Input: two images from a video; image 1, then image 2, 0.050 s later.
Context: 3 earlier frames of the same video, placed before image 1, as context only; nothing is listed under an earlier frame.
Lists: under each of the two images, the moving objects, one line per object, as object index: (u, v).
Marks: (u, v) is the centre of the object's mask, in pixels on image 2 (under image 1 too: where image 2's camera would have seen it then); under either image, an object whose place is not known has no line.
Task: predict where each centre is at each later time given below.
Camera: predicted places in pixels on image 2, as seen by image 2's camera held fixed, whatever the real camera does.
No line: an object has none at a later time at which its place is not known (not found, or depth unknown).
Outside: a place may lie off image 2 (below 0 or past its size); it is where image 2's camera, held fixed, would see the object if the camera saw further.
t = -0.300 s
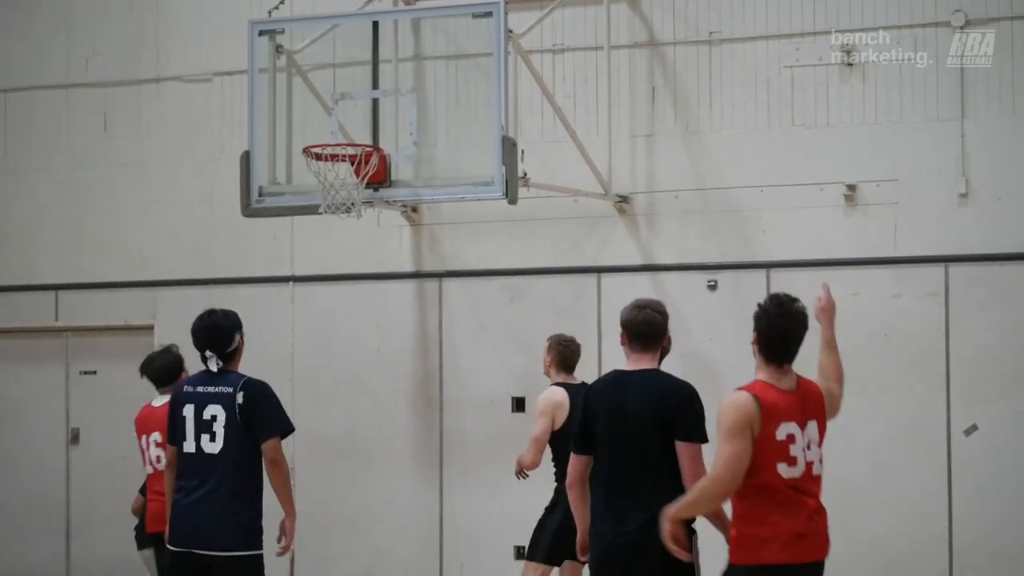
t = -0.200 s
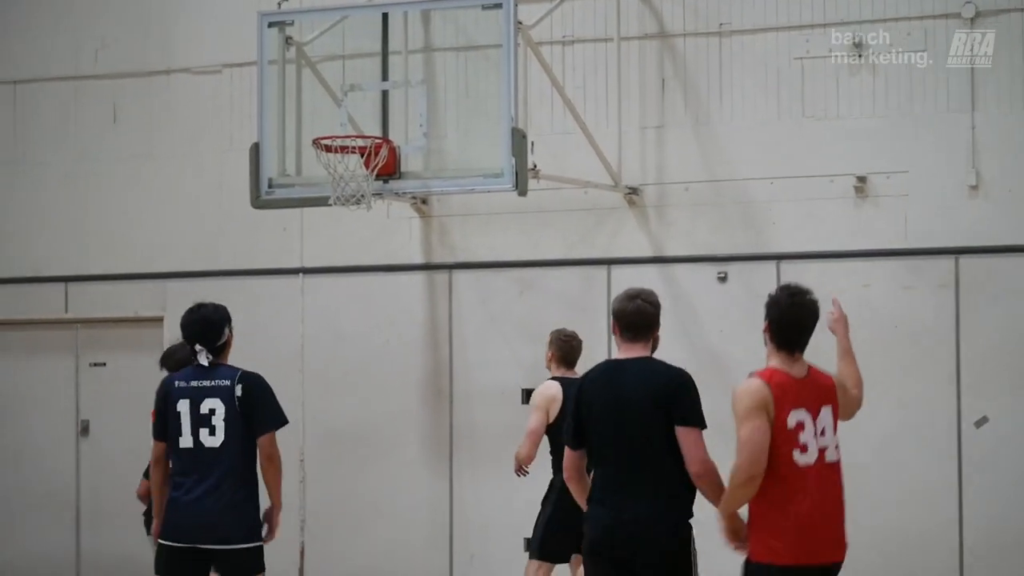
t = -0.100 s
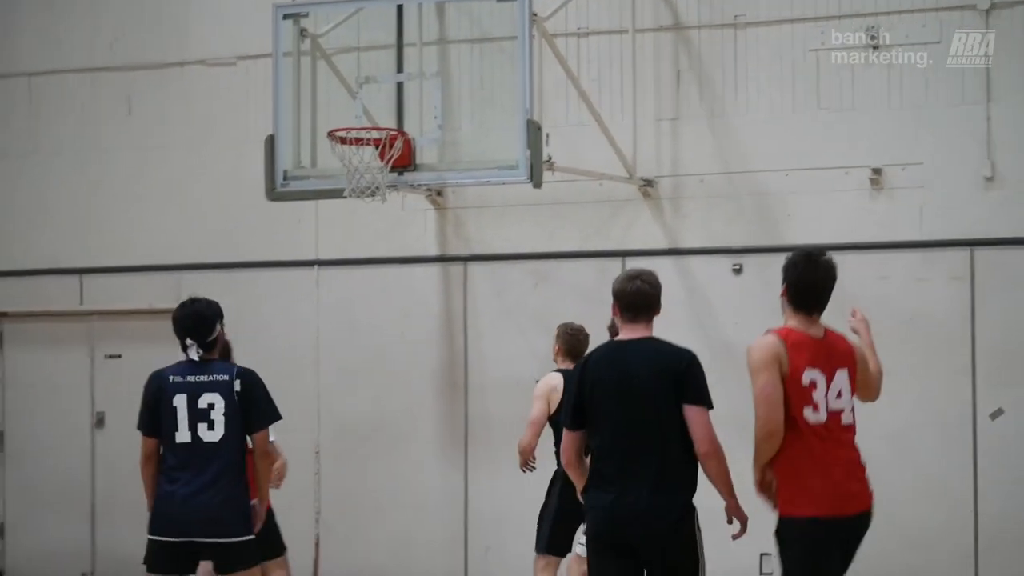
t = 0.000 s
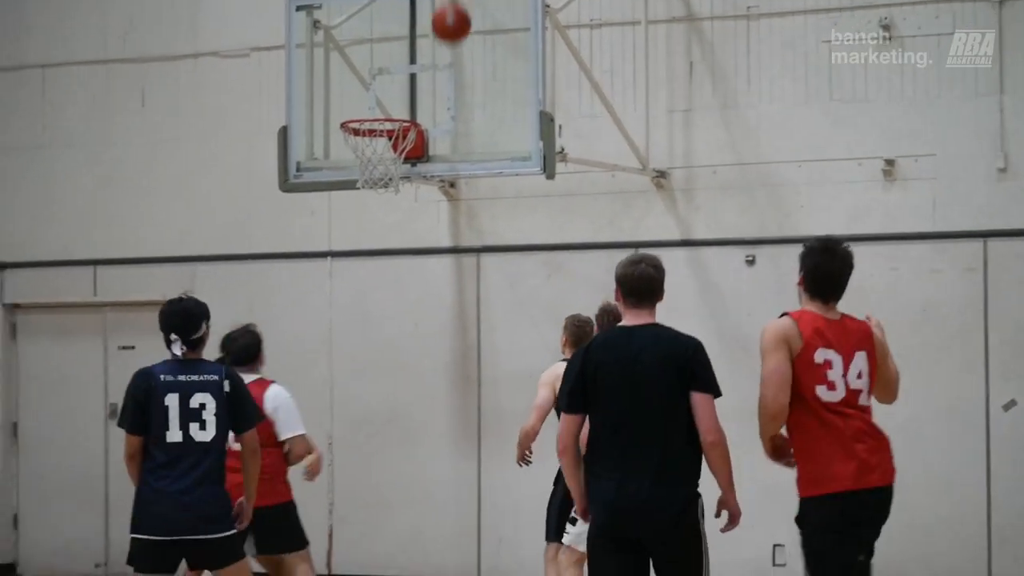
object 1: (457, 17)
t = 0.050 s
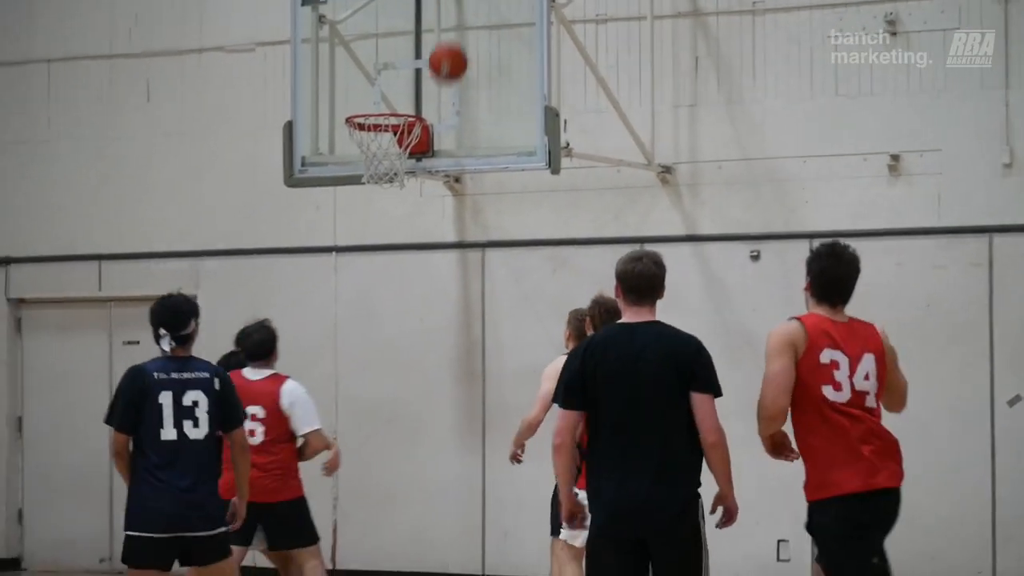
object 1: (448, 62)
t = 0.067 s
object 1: (445, 77)
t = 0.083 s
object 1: (442, 92)
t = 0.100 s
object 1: (440, 108)
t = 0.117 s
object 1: (437, 114)
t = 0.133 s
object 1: (446, 109)
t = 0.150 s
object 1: (448, 106)
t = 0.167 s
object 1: (449, 103)
